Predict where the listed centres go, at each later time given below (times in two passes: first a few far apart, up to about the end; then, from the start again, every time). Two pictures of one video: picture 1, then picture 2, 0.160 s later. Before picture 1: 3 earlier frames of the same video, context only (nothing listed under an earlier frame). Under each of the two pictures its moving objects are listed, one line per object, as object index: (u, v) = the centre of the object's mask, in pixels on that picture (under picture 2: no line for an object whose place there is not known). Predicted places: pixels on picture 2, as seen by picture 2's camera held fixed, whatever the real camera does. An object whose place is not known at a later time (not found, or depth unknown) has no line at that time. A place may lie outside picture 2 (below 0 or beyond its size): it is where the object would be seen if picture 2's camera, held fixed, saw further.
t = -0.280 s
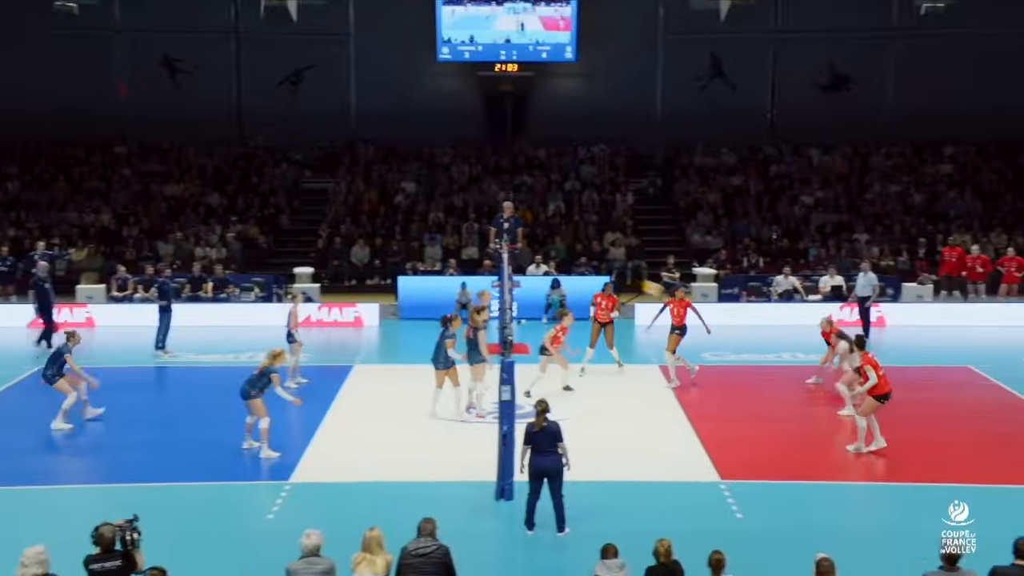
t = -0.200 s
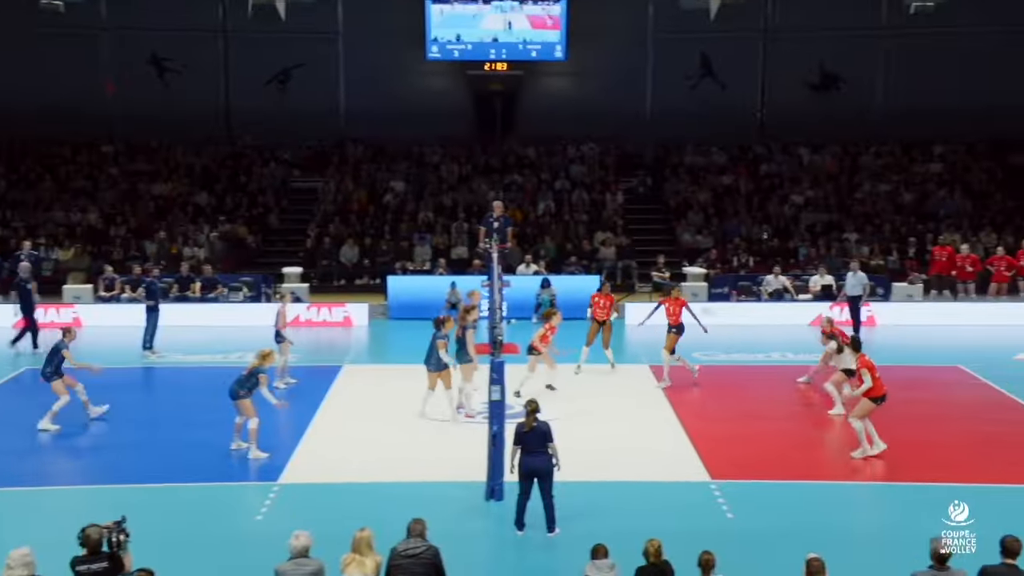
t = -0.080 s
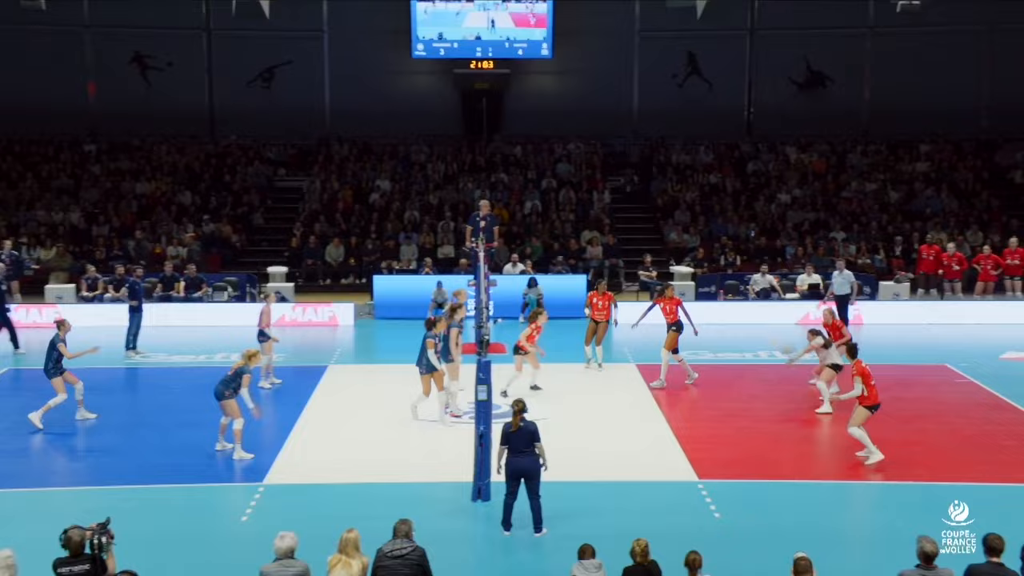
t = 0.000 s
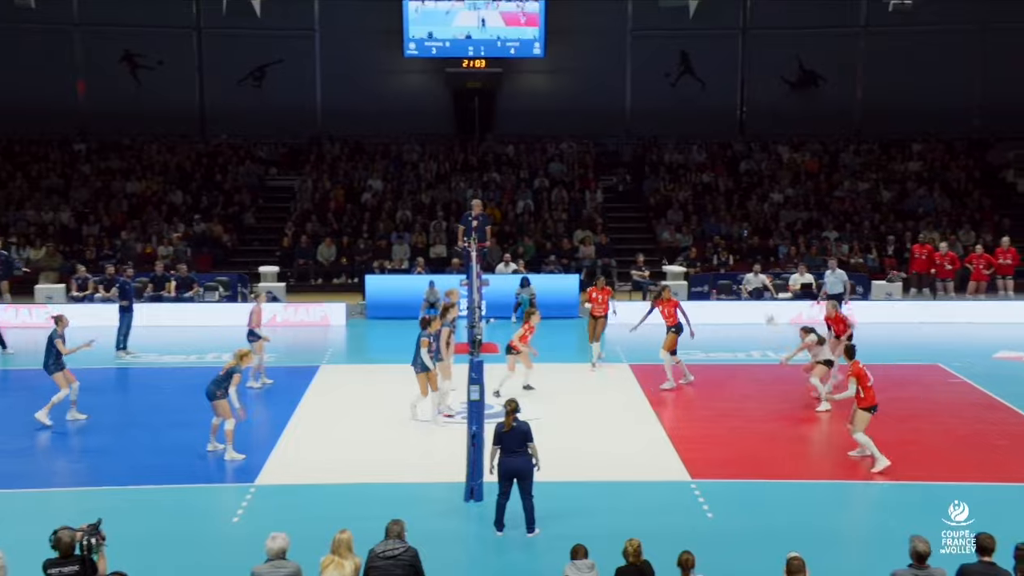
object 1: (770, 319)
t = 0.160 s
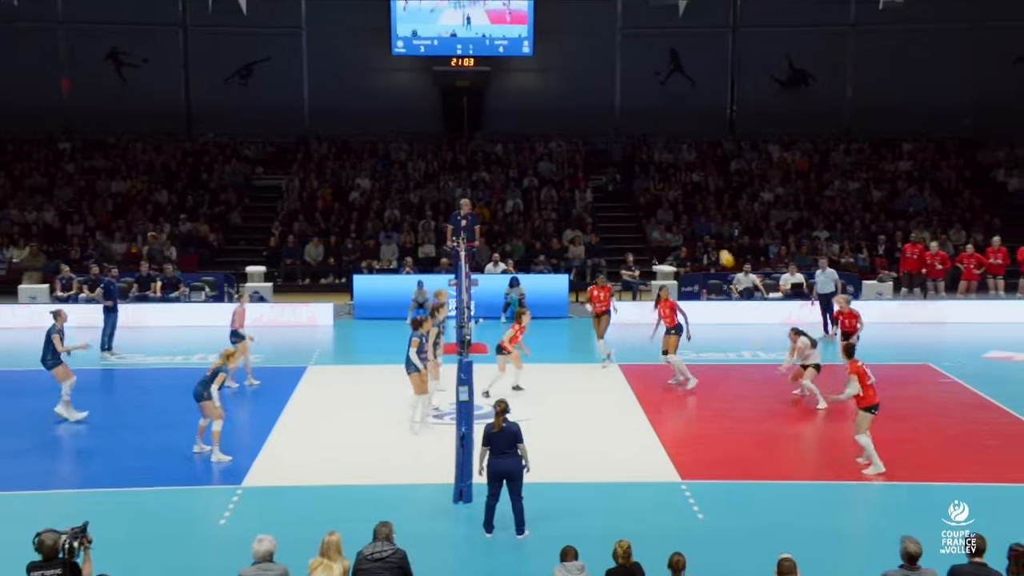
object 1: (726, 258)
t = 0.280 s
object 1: (702, 222)
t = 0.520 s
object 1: (654, 174)
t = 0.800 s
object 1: (599, 159)
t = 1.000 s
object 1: (561, 175)
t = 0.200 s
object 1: (718, 245)
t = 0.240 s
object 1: (710, 233)
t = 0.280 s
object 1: (702, 222)
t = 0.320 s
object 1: (694, 212)
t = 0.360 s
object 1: (686, 202)
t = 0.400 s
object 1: (678, 194)
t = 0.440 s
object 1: (670, 186)
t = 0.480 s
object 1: (662, 179)
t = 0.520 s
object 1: (654, 174)
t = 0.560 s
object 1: (646, 169)
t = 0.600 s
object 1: (638, 165)
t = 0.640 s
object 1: (630, 162)
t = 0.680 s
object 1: (623, 160)
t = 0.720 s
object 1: (615, 159)
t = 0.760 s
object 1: (607, 159)
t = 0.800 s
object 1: (599, 159)
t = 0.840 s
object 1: (592, 160)
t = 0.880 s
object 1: (584, 163)
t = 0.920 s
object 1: (577, 166)
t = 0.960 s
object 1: (569, 170)
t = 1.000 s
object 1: (561, 175)
